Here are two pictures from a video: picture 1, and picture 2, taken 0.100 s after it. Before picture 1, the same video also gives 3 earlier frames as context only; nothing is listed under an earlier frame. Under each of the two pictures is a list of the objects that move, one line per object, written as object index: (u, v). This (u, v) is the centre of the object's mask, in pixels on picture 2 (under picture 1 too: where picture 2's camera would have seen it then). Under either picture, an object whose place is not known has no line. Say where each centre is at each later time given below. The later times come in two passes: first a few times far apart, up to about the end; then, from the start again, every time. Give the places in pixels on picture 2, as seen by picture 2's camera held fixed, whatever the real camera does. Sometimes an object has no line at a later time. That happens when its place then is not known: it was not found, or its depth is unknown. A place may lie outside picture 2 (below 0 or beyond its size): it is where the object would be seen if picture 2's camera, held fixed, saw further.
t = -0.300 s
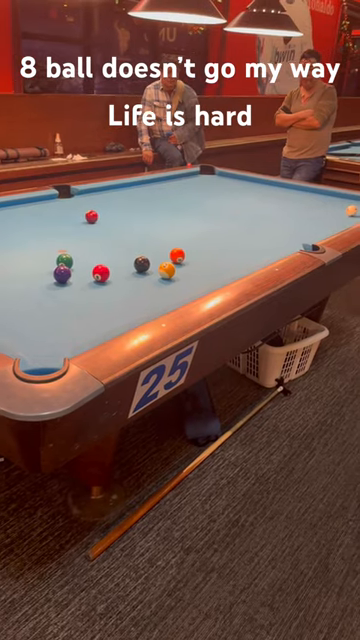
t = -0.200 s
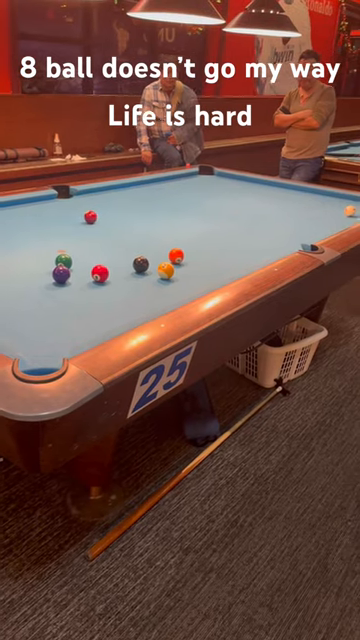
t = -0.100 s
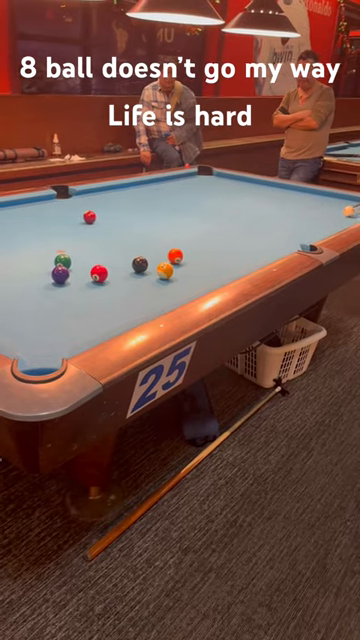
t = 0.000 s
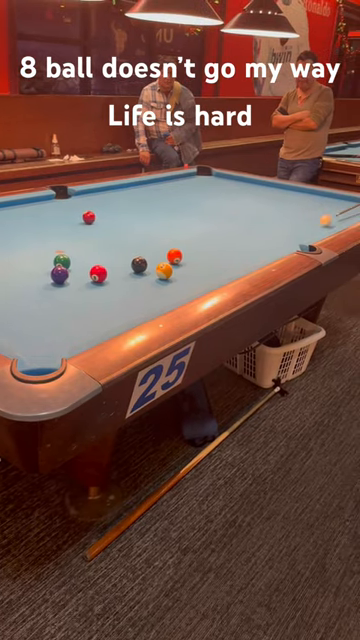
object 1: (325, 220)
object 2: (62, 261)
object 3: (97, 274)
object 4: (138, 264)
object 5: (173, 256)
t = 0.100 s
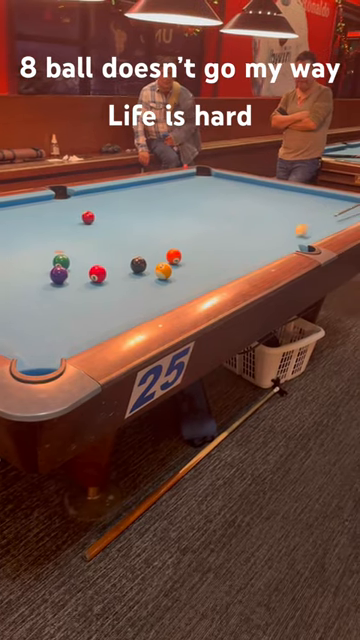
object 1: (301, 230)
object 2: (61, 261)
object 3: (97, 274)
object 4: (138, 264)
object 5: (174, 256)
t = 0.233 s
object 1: (265, 243)
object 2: (61, 260)
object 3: (97, 274)
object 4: (138, 265)
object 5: (173, 256)
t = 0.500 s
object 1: (169, 281)
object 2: (61, 261)
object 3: (97, 274)
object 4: (138, 265)
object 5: (173, 256)
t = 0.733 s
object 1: (33, 332)
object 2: (61, 261)
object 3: (97, 274)
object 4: (138, 264)
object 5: (173, 256)
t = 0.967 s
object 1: (68, 291)
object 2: (61, 261)
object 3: (97, 273)
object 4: (138, 264)
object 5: (174, 256)
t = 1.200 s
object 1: (74, 267)
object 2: (55, 259)
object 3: (126, 268)
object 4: (141, 264)
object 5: (173, 256)
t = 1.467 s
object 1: (90, 258)
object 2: (30, 248)
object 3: (134, 267)
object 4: (164, 257)
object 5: (178, 255)
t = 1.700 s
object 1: (102, 251)
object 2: (11, 240)
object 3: (141, 266)
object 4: (170, 258)
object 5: (188, 252)
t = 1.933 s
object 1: (112, 244)
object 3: (146, 266)
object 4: (174, 258)
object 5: (198, 249)
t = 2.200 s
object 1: (121, 238)
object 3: (150, 265)
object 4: (178, 258)
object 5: (208, 246)
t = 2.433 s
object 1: (128, 234)
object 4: (180, 258)
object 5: (216, 244)
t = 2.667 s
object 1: (135, 229)
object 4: (181, 258)
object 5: (223, 242)
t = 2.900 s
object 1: (141, 226)
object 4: (181, 257)
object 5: (229, 240)
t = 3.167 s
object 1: (147, 222)
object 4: (181, 258)
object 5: (234, 238)
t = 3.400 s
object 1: (152, 219)
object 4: (181, 258)
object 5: (238, 237)
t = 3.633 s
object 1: (156, 216)
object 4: (181, 257)
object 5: (242, 236)
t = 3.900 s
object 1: (160, 214)
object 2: (2, 226)
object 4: (181, 257)
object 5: (246, 235)
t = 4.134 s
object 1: (162, 212)
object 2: (8, 228)
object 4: (180, 257)
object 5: (248, 234)
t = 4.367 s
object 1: (165, 210)
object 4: (180, 258)
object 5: (249, 234)
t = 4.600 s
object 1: (167, 208)
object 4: (180, 258)
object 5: (251, 234)
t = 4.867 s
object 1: (169, 207)
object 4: (180, 257)
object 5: (251, 234)
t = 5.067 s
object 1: (171, 206)
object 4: (180, 258)
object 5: (251, 233)
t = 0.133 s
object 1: (293, 233)
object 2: (61, 261)
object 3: (97, 273)
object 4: (138, 265)
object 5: (174, 256)
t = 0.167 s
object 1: (284, 236)
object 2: (61, 261)
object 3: (97, 274)
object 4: (138, 265)
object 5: (173, 256)
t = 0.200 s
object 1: (275, 240)
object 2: (62, 261)
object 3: (97, 274)
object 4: (138, 265)
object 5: (173, 256)
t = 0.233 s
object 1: (265, 243)
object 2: (61, 260)
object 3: (97, 274)
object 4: (138, 265)
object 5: (173, 256)
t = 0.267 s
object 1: (255, 247)
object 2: (61, 261)
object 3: (97, 274)
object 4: (138, 265)
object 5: (173, 256)
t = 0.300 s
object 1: (245, 251)
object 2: (61, 260)
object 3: (97, 273)
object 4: (138, 265)
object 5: (174, 256)
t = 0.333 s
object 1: (233, 255)
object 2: (61, 261)
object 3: (97, 273)
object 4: (138, 265)
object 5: (174, 256)
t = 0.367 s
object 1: (222, 260)
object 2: (61, 261)
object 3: (97, 273)
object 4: (138, 265)
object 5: (174, 256)
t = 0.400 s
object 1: (211, 265)
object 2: (61, 261)
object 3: (97, 274)
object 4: (138, 265)
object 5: (173, 256)
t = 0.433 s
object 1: (198, 269)
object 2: (61, 261)
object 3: (97, 274)
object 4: (138, 265)
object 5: (173, 256)
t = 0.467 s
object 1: (184, 274)
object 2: (61, 261)
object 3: (97, 274)
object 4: (138, 265)
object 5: (173, 256)
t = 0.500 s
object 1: (169, 281)
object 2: (61, 261)
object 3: (97, 274)
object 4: (138, 265)
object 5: (173, 256)
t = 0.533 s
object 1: (154, 286)
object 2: (61, 261)
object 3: (97, 274)
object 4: (138, 265)
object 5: (173, 256)
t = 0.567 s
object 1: (137, 292)
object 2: (61, 261)
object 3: (97, 274)
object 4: (138, 264)
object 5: (173, 256)
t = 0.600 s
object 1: (119, 299)
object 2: (61, 261)
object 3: (97, 274)
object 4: (138, 264)
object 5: (173, 256)
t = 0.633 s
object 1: (101, 306)
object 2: (61, 261)
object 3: (97, 274)
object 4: (138, 264)
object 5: (173, 256)
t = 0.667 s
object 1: (79, 315)
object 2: (61, 261)
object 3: (97, 274)
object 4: (138, 264)
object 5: (173, 256)
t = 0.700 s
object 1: (58, 323)
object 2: (61, 261)
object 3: (97, 274)
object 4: (138, 264)
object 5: (173, 256)
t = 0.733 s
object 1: (33, 332)
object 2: (61, 261)
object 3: (97, 274)
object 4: (138, 264)
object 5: (173, 256)
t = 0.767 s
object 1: (12, 338)
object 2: (61, 261)
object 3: (97, 274)
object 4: (138, 264)
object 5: (173, 256)
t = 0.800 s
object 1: (22, 330)
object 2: (61, 261)
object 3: (97, 274)
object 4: (138, 264)
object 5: (173, 256)
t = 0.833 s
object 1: (34, 320)
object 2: (61, 261)
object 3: (97, 274)
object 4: (138, 264)
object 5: (173, 256)
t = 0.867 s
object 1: (44, 312)
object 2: (61, 261)
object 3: (97, 274)
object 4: (138, 264)
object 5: (173, 256)
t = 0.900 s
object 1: (53, 304)
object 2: (61, 261)
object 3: (97, 274)
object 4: (138, 264)
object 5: (173, 256)
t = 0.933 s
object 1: (61, 297)
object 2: (61, 261)
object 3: (97, 274)
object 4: (138, 264)
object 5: (173, 256)
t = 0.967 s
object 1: (68, 291)
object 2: (61, 261)
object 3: (97, 273)
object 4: (138, 264)
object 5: (174, 256)
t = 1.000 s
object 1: (73, 286)
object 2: (61, 261)
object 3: (97, 274)
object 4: (138, 264)
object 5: (174, 256)
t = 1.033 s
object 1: (78, 281)
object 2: (61, 261)
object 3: (97, 274)
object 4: (138, 264)
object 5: (173, 256)
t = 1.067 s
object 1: (80, 277)
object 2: (61, 261)
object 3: (100, 273)
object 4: (138, 265)
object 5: (173, 256)
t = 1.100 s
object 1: (76, 273)
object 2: (61, 261)
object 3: (108, 271)
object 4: (138, 264)
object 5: (173, 256)
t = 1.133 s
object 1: (74, 270)
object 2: (60, 260)
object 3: (116, 270)
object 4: (138, 264)
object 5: (173, 256)
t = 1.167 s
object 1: (73, 268)
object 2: (59, 259)
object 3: (122, 268)
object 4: (138, 264)
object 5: (174, 256)
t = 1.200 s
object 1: (74, 267)
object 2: (55, 259)
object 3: (126, 268)
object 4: (141, 264)
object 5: (173, 256)
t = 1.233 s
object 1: (77, 266)
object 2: (51, 259)
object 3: (126, 268)
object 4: (145, 263)
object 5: (173, 256)
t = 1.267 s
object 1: (79, 265)
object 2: (48, 256)
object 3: (127, 268)
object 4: (149, 262)
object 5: (173, 256)
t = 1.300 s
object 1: (81, 264)
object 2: (44, 255)
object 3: (129, 268)
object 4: (152, 261)
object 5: (173, 256)
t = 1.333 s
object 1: (83, 263)
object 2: (41, 254)
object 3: (130, 268)
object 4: (155, 260)
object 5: (173, 256)
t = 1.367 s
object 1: (85, 262)
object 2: (39, 252)
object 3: (131, 267)
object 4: (158, 258)
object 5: (174, 256)
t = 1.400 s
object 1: (86, 261)
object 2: (36, 251)
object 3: (132, 267)
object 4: (162, 258)
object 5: (174, 256)
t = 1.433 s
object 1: (89, 259)
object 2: (32, 250)
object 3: (133, 267)
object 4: (163, 257)
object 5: (176, 255)
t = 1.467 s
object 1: (90, 258)
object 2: (30, 248)
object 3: (134, 267)
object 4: (164, 257)
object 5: (178, 255)
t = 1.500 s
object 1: (92, 257)
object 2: (27, 247)
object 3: (135, 267)
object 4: (165, 257)
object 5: (179, 255)
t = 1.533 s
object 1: (93, 256)
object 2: (24, 246)
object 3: (136, 267)
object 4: (166, 257)
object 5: (181, 254)
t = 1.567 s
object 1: (95, 255)
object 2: (22, 245)
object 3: (137, 267)
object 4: (168, 257)
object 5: (182, 254)
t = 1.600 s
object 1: (97, 254)
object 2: (19, 243)
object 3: (138, 266)
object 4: (168, 257)
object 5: (184, 253)
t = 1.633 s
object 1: (98, 253)
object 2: (16, 242)
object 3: (139, 266)
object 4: (169, 258)
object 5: (185, 253)
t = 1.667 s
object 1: (100, 252)
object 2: (14, 241)
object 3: (140, 266)
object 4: (170, 258)
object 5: (187, 252)
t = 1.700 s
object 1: (102, 251)
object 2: (11, 240)
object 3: (141, 266)
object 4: (170, 258)
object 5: (188, 252)
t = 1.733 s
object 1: (102, 250)
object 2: (9, 239)
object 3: (142, 266)
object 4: (171, 258)
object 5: (190, 251)
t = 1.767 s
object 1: (104, 249)
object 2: (6, 237)
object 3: (143, 266)
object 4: (171, 258)
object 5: (191, 251)
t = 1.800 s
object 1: (106, 248)
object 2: (4, 237)
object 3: (144, 266)
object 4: (172, 258)
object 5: (193, 250)
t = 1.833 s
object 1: (107, 247)
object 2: (2, 235)
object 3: (144, 266)
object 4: (173, 258)
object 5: (194, 250)
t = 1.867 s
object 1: (109, 246)
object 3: (145, 266)
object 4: (173, 258)
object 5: (196, 250)
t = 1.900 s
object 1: (110, 245)
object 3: (146, 266)
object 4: (174, 258)
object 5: (197, 249)
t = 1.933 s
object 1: (112, 244)
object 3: (146, 266)
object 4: (174, 258)
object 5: (198, 249)
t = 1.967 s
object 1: (113, 243)
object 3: (147, 265)
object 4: (175, 258)
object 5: (199, 249)
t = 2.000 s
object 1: (114, 243)
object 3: (148, 265)
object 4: (175, 258)
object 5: (201, 248)
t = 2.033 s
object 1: (115, 242)
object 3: (148, 265)
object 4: (176, 258)
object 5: (202, 248)
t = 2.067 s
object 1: (117, 241)
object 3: (148, 265)
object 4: (176, 258)
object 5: (203, 247)
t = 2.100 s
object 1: (117, 240)
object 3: (149, 265)
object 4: (177, 258)
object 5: (205, 247)
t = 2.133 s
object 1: (119, 240)
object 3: (149, 265)
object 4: (177, 258)
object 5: (206, 247)
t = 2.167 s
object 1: (120, 239)
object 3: (150, 265)
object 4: (178, 258)
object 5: (207, 247)
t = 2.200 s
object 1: (121, 238)
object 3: (150, 265)
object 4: (178, 258)
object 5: (208, 246)
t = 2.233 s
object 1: (122, 237)
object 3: (151, 265)
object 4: (178, 258)
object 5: (209, 246)
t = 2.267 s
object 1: (123, 237)
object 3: (151, 264)
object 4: (179, 258)
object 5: (210, 246)
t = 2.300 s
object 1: (124, 236)
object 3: (151, 264)
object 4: (179, 258)
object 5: (212, 245)
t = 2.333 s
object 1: (125, 235)
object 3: (151, 264)
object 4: (179, 258)
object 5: (213, 245)
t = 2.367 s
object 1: (127, 235)
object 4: (179, 258)
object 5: (214, 245)
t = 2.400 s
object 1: (128, 234)
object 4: (180, 258)
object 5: (215, 244)
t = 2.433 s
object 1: (128, 234)
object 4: (180, 258)
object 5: (216, 244)
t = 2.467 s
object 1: (129, 233)
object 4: (180, 258)
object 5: (217, 243)
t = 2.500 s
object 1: (131, 232)
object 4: (180, 257)
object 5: (218, 243)
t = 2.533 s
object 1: (131, 232)
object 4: (181, 258)
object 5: (219, 243)
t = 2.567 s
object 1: (133, 231)
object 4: (181, 257)
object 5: (220, 243)
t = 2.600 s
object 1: (133, 230)
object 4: (181, 257)
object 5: (221, 242)
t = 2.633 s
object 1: (134, 230)
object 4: (181, 257)
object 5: (222, 242)
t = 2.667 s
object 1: (135, 229)
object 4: (181, 258)
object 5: (223, 242)
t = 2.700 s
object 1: (135, 229)
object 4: (181, 258)
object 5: (224, 241)
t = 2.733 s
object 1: (137, 228)
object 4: (181, 258)
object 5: (225, 241)
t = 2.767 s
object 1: (137, 228)
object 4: (181, 258)
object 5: (225, 241)
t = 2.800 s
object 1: (139, 227)
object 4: (181, 258)
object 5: (226, 241)
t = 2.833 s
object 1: (140, 227)
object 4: (181, 257)
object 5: (227, 241)
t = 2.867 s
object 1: (140, 226)
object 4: (181, 257)
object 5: (228, 240)
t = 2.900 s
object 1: (141, 226)
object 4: (181, 257)
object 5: (229, 240)
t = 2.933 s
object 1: (142, 225)
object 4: (181, 257)
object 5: (229, 240)
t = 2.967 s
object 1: (143, 224)
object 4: (181, 258)
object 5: (230, 240)
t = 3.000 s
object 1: (144, 224)
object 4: (181, 258)
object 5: (231, 240)
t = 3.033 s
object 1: (144, 224)
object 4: (181, 258)
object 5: (232, 239)
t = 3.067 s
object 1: (145, 223)
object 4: (181, 257)
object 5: (232, 239)
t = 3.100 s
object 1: (146, 222)
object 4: (181, 258)
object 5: (233, 239)
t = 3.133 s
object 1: (147, 222)
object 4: (181, 257)
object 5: (234, 238)
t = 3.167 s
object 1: (147, 222)
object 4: (181, 258)
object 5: (234, 238)
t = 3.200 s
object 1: (148, 222)
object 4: (181, 257)
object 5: (235, 238)
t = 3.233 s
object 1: (149, 221)
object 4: (181, 257)
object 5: (235, 238)
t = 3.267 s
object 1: (149, 220)
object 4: (181, 257)
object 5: (236, 238)
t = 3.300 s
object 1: (150, 220)
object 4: (181, 258)
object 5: (237, 238)
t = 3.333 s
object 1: (150, 219)
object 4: (181, 258)
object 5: (237, 238)
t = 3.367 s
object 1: (151, 219)
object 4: (181, 257)
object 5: (238, 237)
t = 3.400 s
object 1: (152, 219)
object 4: (181, 258)
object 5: (238, 237)
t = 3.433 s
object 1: (152, 218)
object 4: (181, 257)
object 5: (239, 237)
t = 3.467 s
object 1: (153, 218)
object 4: (181, 257)
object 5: (240, 237)
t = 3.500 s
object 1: (153, 218)
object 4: (181, 257)
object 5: (240, 237)
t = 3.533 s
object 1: (154, 217)
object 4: (181, 257)
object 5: (240, 236)
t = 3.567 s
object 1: (154, 217)
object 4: (180, 258)
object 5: (241, 236)
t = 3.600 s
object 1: (155, 217)
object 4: (181, 257)
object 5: (242, 236)
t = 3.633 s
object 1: (156, 216)
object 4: (181, 257)
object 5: (242, 236)
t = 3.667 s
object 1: (156, 216)
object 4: (181, 257)
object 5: (242, 236)
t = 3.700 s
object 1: (157, 216)
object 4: (181, 257)
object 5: (243, 235)
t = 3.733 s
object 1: (157, 215)
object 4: (181, 258)
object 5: (243, 236)
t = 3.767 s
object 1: (157, 215)
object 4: (180, 258)
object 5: (244, 235)
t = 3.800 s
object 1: (158, 215)
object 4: (181, 257)
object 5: (244, 235)
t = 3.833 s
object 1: (159, 214)
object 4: (181, 257)
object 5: (245, 235)
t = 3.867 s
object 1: (159, 214)
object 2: (0, 226)
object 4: (181, 257)
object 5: (245, 235)
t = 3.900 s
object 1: (160, 214)
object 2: (2, 226)
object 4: (181, 257)
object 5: (246, 235)
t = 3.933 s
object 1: (160, 213)
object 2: (3, 226)
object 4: (181, 258)
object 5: (246, 235)
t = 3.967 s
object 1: (161, 213)
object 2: (4, 226)
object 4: (180, 257)
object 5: (246, 235)
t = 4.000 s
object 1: (161, 213)
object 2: (5, 227)
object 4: (180, 257)
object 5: (246, 235)
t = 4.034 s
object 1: (161, 212)
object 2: (6, 227)
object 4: (180, 257)
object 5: (247, 235)
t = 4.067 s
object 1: (161, 212)
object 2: (7, 228)
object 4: (181, 258)
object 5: (247, 235)
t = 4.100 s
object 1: (162, 212)
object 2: (8, 228)
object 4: (180, 257)
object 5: (247, 235)
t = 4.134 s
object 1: (162, 212)
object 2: (8, 228)
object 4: (180, 257)
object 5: (248, 234)
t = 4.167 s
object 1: (163, 211)
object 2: (9, 229)
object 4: (180, 258)
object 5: (248, 234)
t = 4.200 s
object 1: (163, 211)
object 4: (180, 258)
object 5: (248, 234)
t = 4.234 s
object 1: (164, 211)
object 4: (180, 258)
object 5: (249, 234)
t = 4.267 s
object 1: (164, 210)
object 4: (180, 258)
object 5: (249, 234)
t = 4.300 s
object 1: (165, 210)
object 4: (180, 258)
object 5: (249, 234)
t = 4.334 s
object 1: (165, 210)
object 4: (180, 258)
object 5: (249, 234)
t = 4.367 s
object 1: (165, 210)
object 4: (180, 258)
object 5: (249, 234)
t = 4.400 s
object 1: (165, 210)
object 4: (181, 258)
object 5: (250, 234)
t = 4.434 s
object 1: (166, 210)
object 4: (181, 258)
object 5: (250, 234)
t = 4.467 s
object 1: (166, 210)
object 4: (180, 258)
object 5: (250, 234)
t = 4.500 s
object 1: (166, 209)
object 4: (181, 258)
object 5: (250, 234)
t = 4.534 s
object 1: (166, 209)
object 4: (180, 258)
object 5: (250, 234)
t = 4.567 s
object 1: (167, 209)
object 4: (181, 258)
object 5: (251, 234)
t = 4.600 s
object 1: (167, 208)
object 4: (180, 258)
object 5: (251, 234)
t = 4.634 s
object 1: (167, 208)
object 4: (180, 258)
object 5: (251, 234)
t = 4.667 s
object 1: (168, 208)
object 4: (180, 258)
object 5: (251, 234)
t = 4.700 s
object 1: (168, 208)
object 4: (181, 258)
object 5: (251, 234)
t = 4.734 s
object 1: (168, 208)
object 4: (181, 258)
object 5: (251, 234)
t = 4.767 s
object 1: (168, 208)
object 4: (180, 258)
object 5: (251, 234)
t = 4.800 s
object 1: (169, 207)
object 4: (180, 258)
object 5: (251, 233)
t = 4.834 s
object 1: (169, 207)
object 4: (180, 258)
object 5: (251, 234)
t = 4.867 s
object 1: (169, 207)
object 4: (180, 257)
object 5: (251, 234)
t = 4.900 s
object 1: (169, 207)
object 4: (180, 258)
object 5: (251, 233)
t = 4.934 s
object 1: (170, 206)
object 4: (180, 258)
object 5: (251, 234)
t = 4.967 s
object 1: (170, 207)
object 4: (180, 258)
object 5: (251, 234)
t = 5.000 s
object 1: (170, 206)
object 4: (180, 258)
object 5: (251, 234)
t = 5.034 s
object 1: (170, 206)
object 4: (180, 258)
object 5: (251, 234)
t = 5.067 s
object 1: (171, 206)
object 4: (180, 258)
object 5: (251, 233)
